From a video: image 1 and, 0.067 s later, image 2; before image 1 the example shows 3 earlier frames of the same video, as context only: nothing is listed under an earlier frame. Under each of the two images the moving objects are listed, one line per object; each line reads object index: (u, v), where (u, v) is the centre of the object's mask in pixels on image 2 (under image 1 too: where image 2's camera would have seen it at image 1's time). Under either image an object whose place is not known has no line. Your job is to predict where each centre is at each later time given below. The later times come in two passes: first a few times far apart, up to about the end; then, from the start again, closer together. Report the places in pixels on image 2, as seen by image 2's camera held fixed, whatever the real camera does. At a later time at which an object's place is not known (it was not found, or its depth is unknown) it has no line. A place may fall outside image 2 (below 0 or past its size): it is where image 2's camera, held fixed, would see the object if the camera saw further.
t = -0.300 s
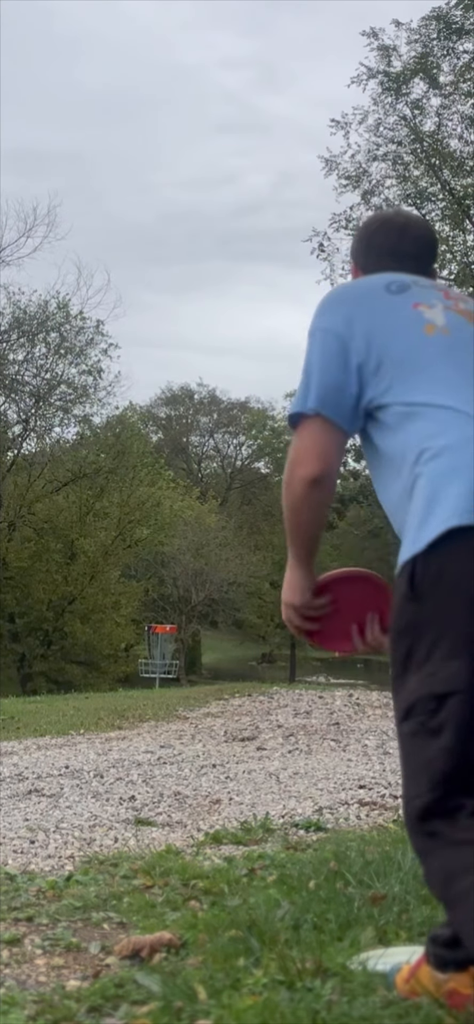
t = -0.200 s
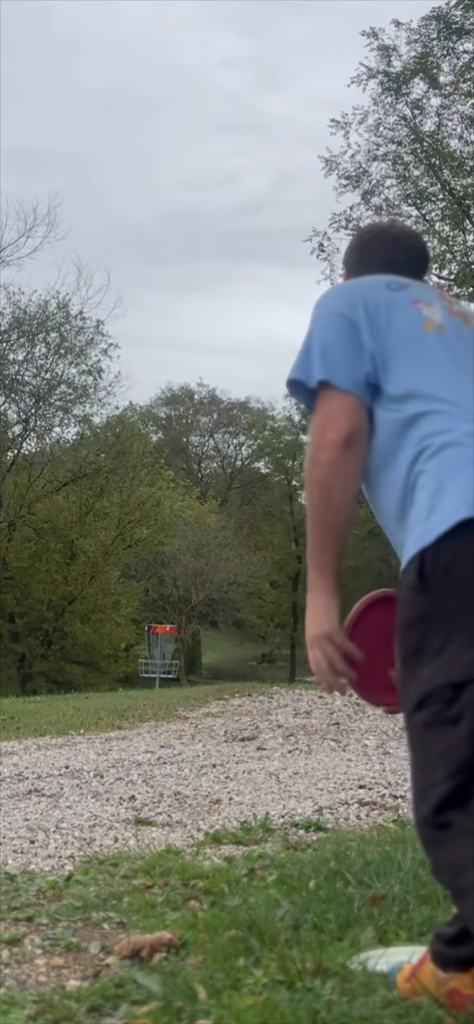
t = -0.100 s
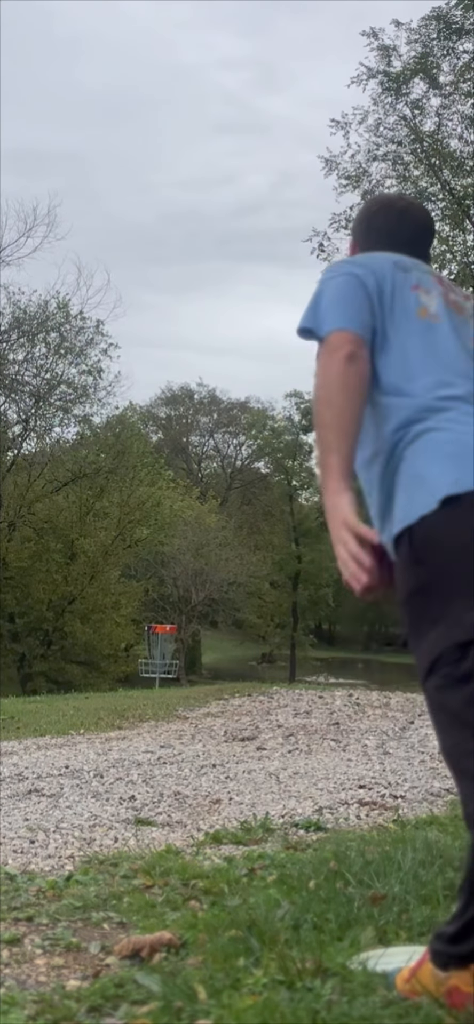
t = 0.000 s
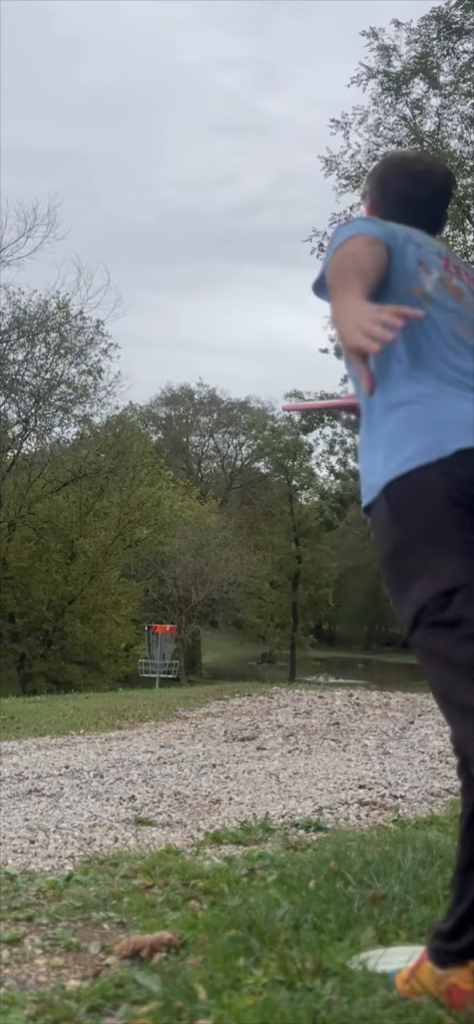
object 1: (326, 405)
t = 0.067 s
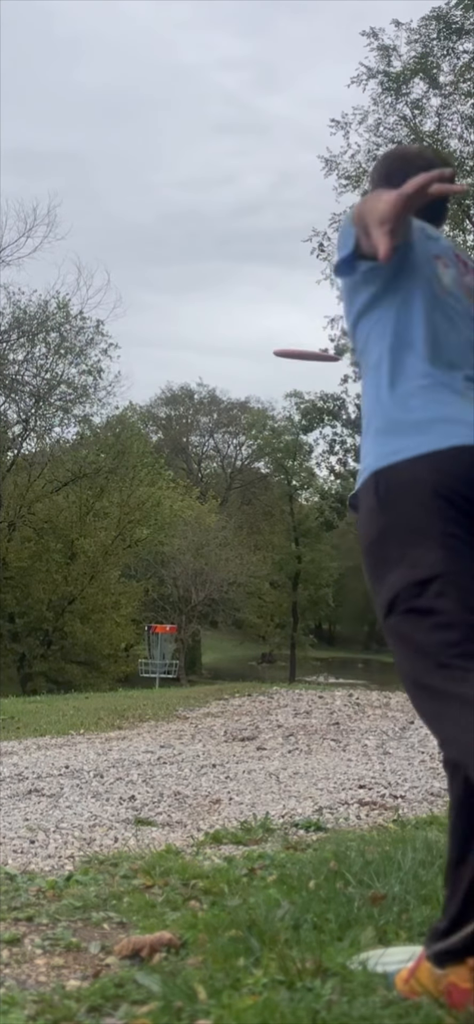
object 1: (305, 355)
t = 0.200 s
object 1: (287, 337)
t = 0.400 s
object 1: (270, 381)
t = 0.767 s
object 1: (258, 488)
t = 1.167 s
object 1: (244, 584)
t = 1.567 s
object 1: (209, 661)
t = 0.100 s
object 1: (300, 343)
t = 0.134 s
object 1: (295, 337)
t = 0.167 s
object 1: (290, 336)
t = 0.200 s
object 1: (287, 337)
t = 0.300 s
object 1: (277, 354)
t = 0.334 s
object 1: (274, 362)
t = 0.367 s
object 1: (272, 371)
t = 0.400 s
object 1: (270, 381)
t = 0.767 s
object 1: (258, 488)
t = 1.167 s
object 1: (244, 584)
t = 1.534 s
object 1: (213, 654)
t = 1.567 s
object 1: (209, 661)
